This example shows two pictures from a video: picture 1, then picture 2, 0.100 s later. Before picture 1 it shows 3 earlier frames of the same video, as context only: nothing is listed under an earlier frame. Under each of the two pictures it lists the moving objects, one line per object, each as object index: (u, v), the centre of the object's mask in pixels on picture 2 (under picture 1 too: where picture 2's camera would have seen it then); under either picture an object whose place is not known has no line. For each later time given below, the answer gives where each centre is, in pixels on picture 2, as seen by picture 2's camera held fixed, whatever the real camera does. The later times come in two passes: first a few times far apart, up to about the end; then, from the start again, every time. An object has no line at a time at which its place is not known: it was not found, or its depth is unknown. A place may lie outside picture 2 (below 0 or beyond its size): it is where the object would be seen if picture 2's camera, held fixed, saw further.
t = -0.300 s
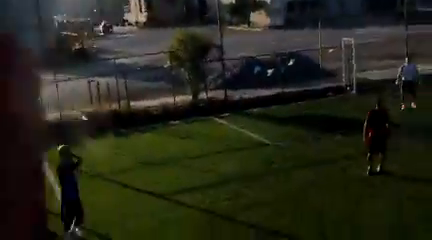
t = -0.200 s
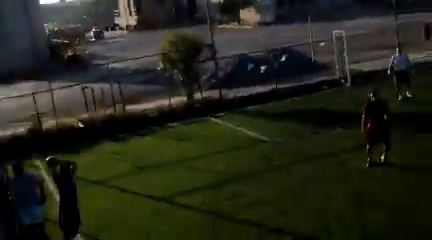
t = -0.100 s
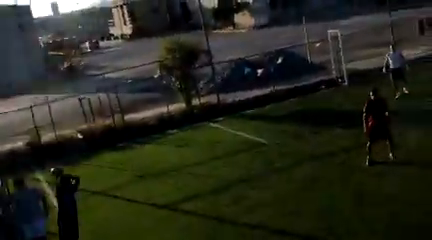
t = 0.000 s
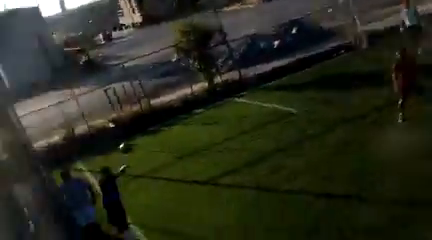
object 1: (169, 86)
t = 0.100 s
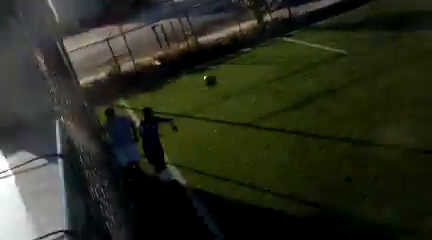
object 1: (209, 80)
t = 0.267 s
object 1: (293, 78)
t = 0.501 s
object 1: (429, 106)
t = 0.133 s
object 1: (224, 78)
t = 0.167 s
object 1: (239, 78)
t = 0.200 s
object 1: (255, 77)
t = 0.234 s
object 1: (272, 77)
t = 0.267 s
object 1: (293, 78)
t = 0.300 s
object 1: (312, 80)
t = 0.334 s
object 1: (330, 82)
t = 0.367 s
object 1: (348, 87)
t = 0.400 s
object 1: (368, 91)
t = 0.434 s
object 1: (387, 96)
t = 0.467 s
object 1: (407, 101)
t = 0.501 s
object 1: (429, 106)
